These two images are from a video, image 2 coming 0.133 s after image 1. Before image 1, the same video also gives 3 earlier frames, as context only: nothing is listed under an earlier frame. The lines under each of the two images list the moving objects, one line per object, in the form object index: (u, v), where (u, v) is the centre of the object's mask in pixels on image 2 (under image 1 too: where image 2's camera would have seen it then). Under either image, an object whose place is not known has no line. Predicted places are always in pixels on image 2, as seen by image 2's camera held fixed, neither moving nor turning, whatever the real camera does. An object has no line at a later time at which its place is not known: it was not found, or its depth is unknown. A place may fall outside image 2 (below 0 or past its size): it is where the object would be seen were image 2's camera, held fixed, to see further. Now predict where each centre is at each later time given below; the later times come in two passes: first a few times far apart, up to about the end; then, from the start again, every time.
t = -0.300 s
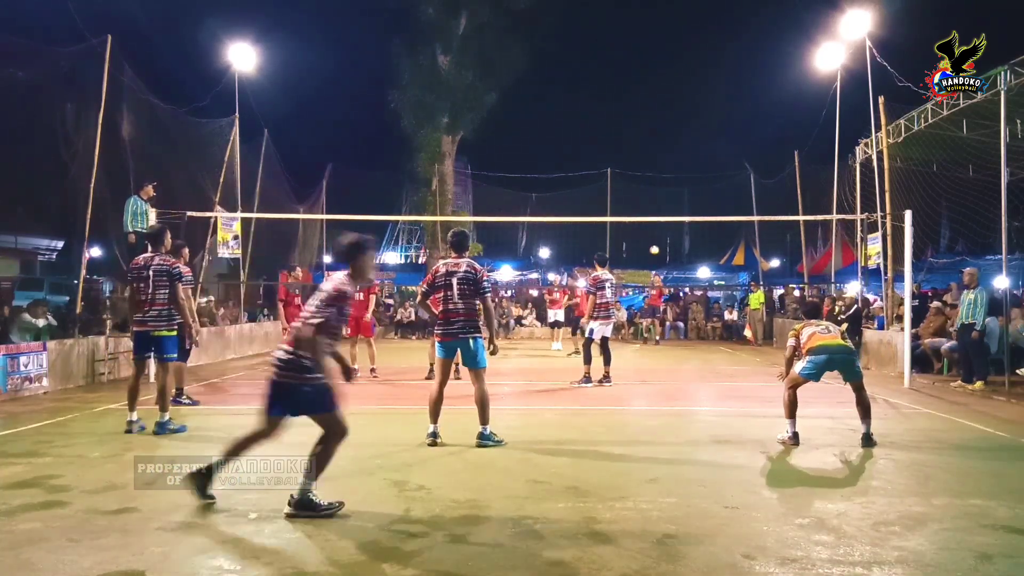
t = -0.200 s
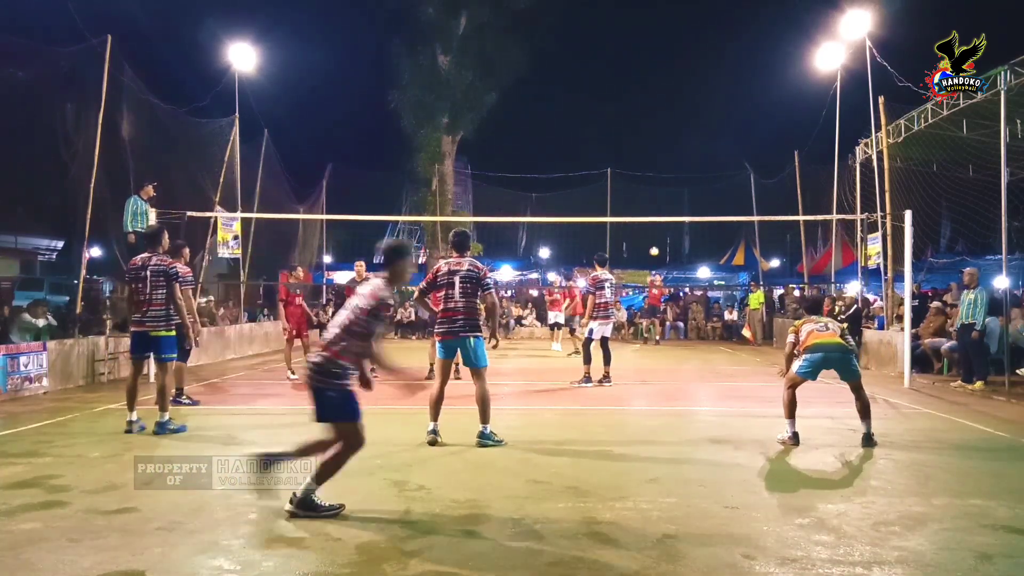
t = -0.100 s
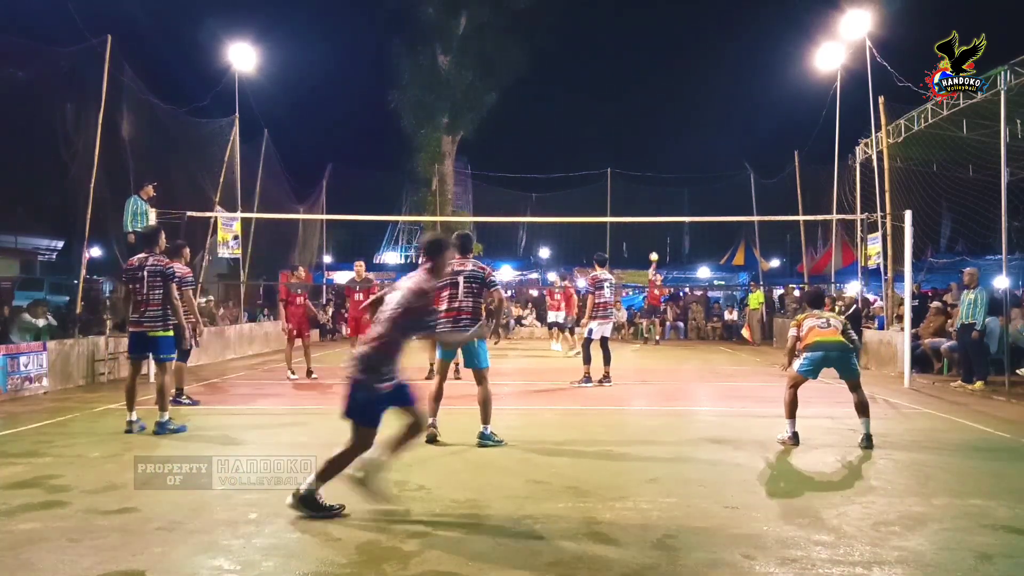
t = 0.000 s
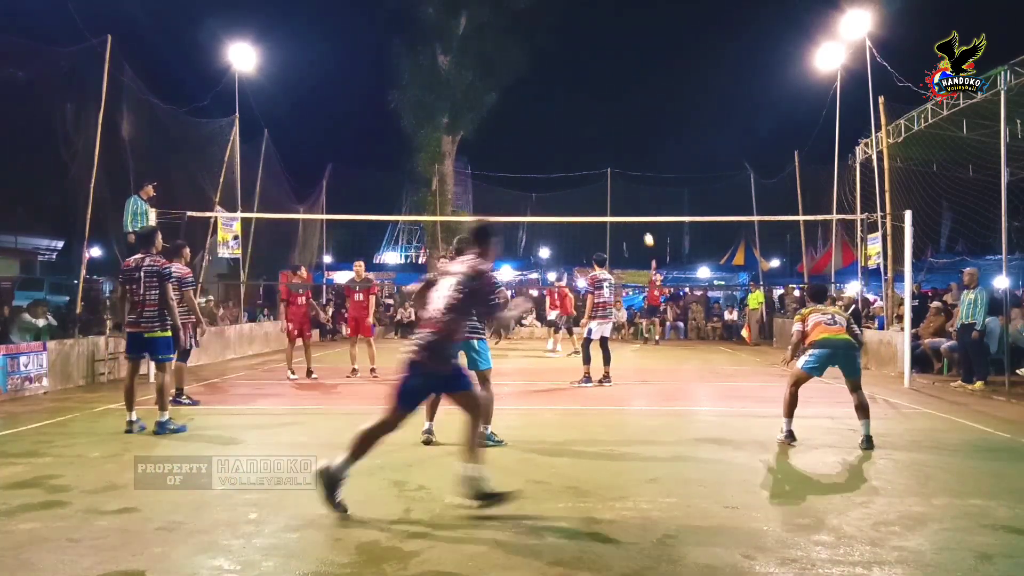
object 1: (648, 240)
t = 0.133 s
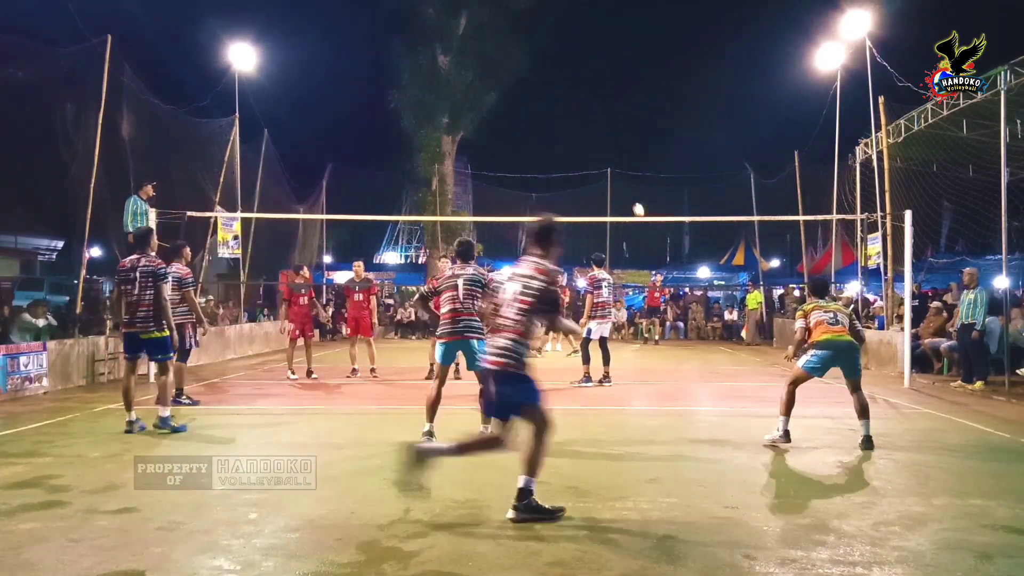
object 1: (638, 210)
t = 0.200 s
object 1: (632, 196)
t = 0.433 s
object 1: (607, 158)
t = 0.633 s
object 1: (583, 140)
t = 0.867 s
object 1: (552, 150)
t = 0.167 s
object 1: (635, 203)
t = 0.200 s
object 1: (632, 196)
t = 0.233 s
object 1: (629, 190)
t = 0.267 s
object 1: (625, 184)
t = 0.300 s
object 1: (622, 178)
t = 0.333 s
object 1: (618, 172)
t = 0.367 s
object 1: (614, 167)
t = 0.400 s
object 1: (611, 162)
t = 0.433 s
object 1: (607, 158)
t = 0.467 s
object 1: (603, 154)
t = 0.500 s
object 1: (599, 150)
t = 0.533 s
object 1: (595, 147)
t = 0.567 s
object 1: (591, 144)
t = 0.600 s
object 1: (587, 142)
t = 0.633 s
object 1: (583, 140)
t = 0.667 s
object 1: (579, 139)
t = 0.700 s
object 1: (575, 139)
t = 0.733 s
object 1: (571, 139)
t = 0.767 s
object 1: (567, 140)
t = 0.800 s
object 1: (562, 143)
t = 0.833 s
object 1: (557, 146)
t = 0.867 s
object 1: (552, 150)
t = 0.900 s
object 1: (546, 156)
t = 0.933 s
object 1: (540, 162)
